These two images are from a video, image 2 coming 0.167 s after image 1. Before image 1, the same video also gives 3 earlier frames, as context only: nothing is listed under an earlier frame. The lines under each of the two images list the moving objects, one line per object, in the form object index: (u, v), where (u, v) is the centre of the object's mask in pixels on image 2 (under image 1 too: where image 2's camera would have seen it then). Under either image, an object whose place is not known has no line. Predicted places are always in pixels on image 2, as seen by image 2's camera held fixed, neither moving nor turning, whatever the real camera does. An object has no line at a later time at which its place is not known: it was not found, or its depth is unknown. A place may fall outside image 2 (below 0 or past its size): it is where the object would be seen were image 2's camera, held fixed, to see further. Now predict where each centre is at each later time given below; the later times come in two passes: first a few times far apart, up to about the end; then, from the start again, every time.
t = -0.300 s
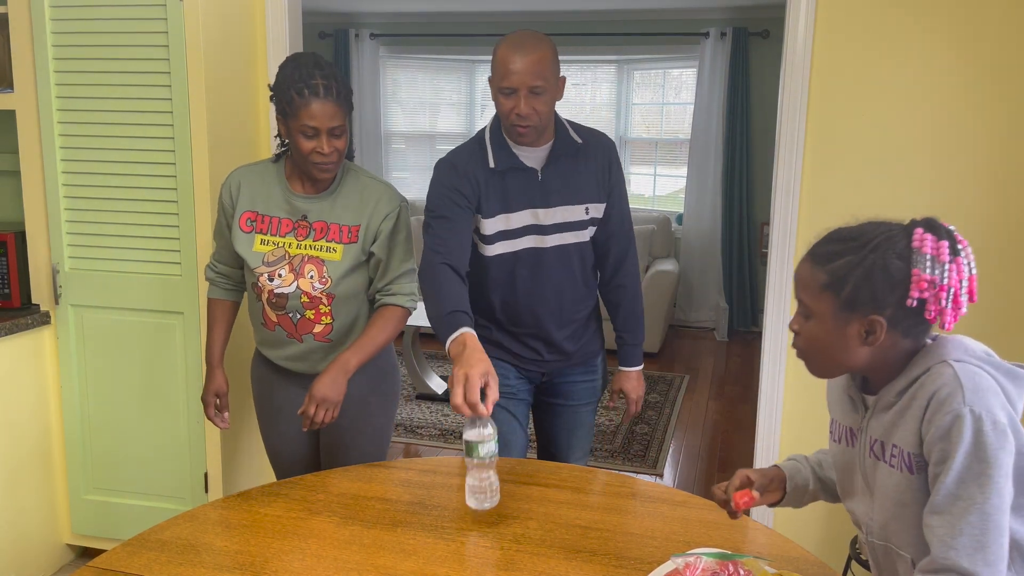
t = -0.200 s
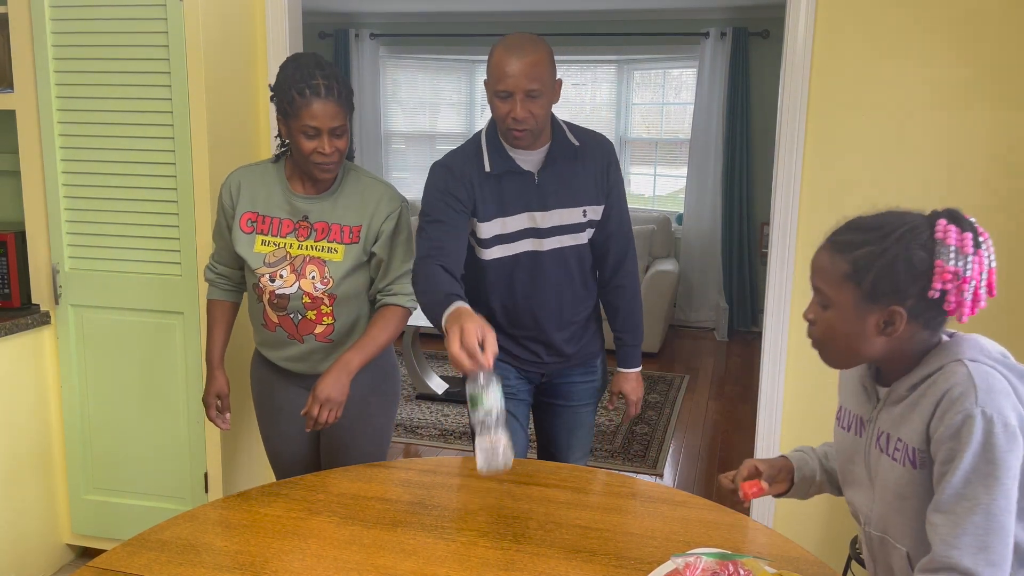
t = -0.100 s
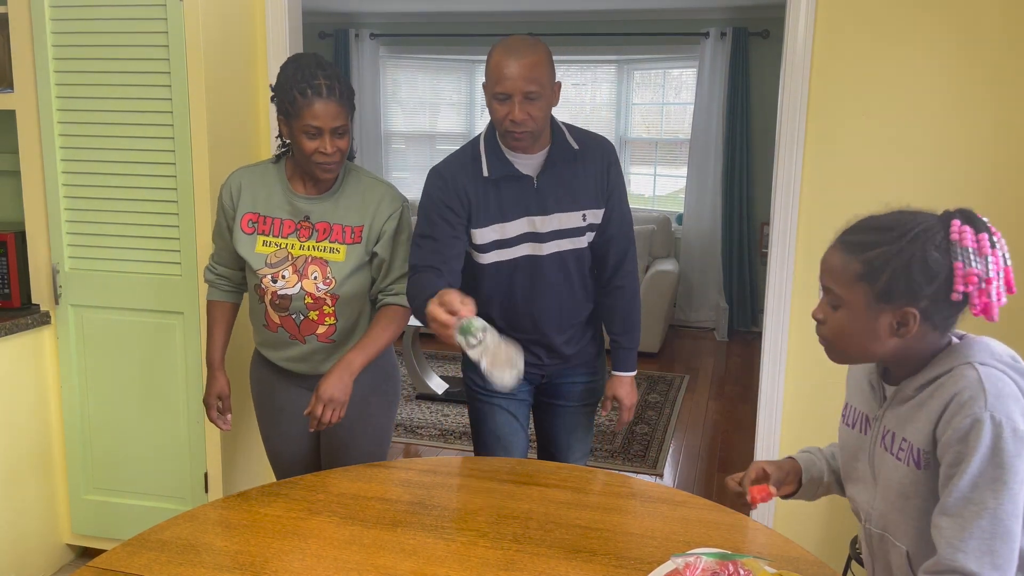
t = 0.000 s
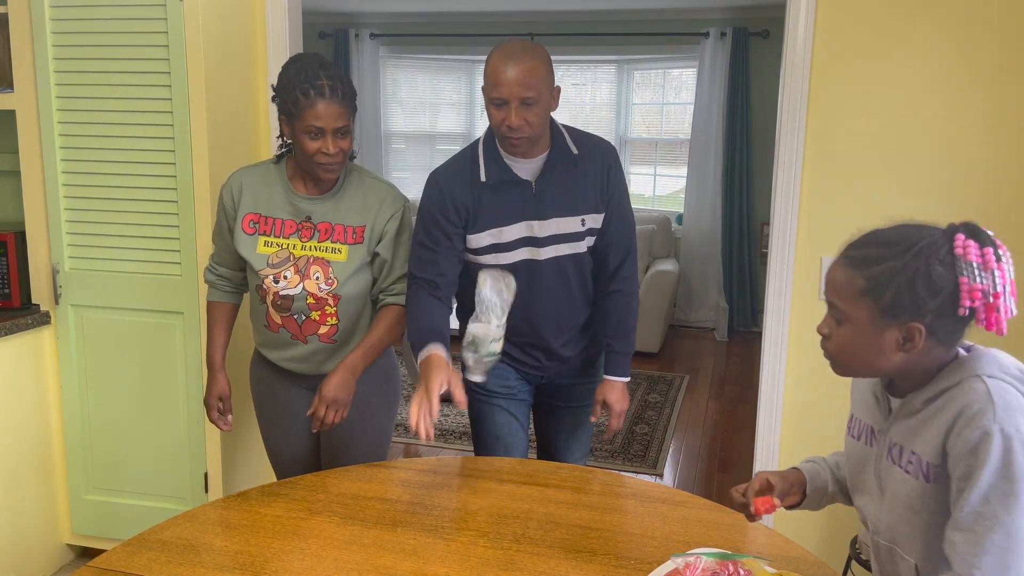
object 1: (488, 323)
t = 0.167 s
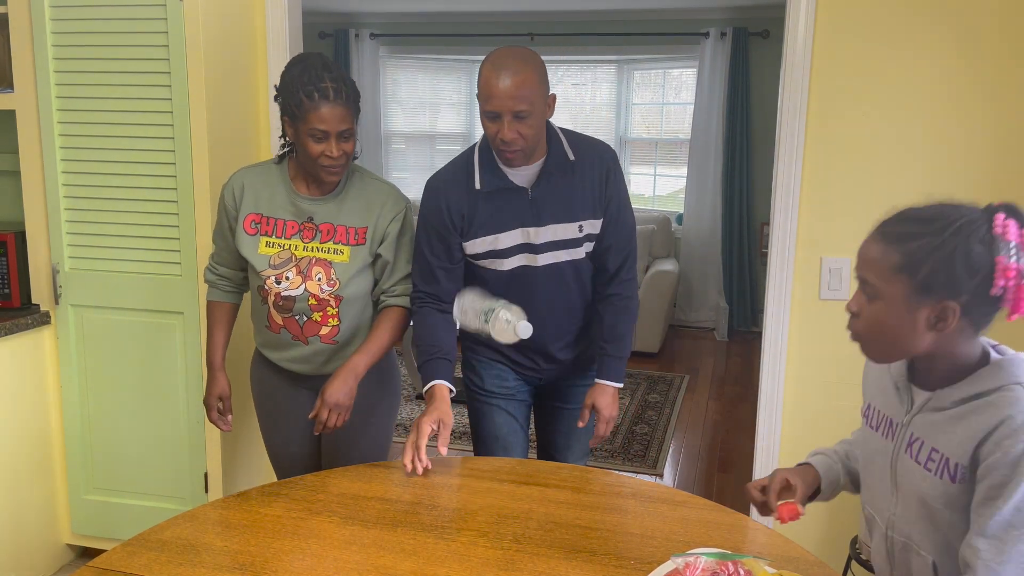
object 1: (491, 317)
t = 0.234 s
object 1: (485, 359)
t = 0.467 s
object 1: (476, 536)
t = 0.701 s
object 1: (468, 539)
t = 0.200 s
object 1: (488, 335)
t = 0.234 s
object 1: (485, 359)
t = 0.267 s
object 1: (484, 388)
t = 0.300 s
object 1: (481, 423)
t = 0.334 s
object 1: (476, 466)
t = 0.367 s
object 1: (475, 505)
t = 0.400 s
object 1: (482, 523)
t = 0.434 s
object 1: (478, 536)
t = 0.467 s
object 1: (476, 536)
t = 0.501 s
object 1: (476, 536)
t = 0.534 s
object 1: (475, 537)
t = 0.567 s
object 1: (473, 537)
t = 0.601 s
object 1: (471, 538)
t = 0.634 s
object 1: (469, 538)
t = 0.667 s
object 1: (468, 539)
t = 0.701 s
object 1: (468, 539)
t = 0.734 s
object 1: (469, 539)
